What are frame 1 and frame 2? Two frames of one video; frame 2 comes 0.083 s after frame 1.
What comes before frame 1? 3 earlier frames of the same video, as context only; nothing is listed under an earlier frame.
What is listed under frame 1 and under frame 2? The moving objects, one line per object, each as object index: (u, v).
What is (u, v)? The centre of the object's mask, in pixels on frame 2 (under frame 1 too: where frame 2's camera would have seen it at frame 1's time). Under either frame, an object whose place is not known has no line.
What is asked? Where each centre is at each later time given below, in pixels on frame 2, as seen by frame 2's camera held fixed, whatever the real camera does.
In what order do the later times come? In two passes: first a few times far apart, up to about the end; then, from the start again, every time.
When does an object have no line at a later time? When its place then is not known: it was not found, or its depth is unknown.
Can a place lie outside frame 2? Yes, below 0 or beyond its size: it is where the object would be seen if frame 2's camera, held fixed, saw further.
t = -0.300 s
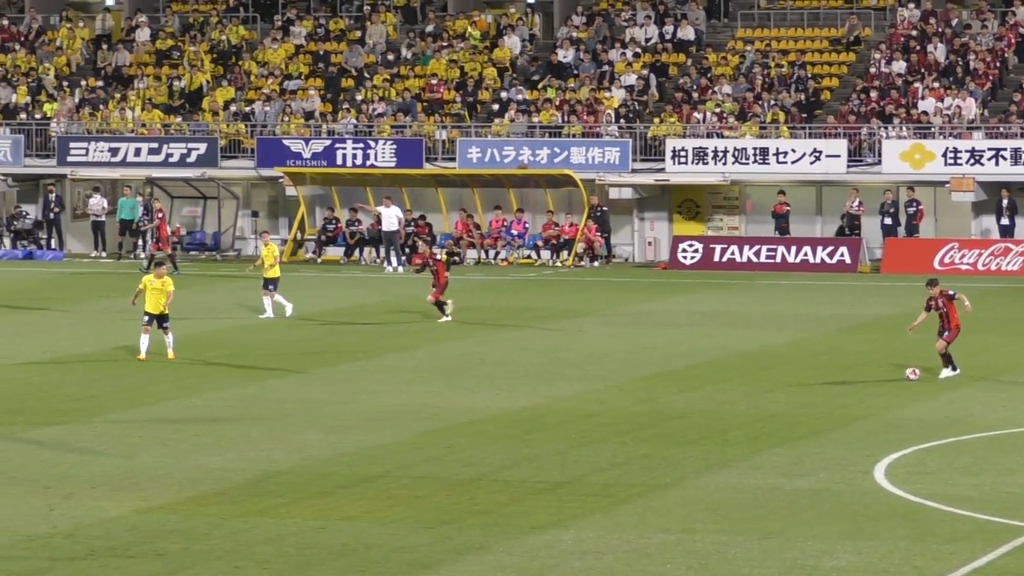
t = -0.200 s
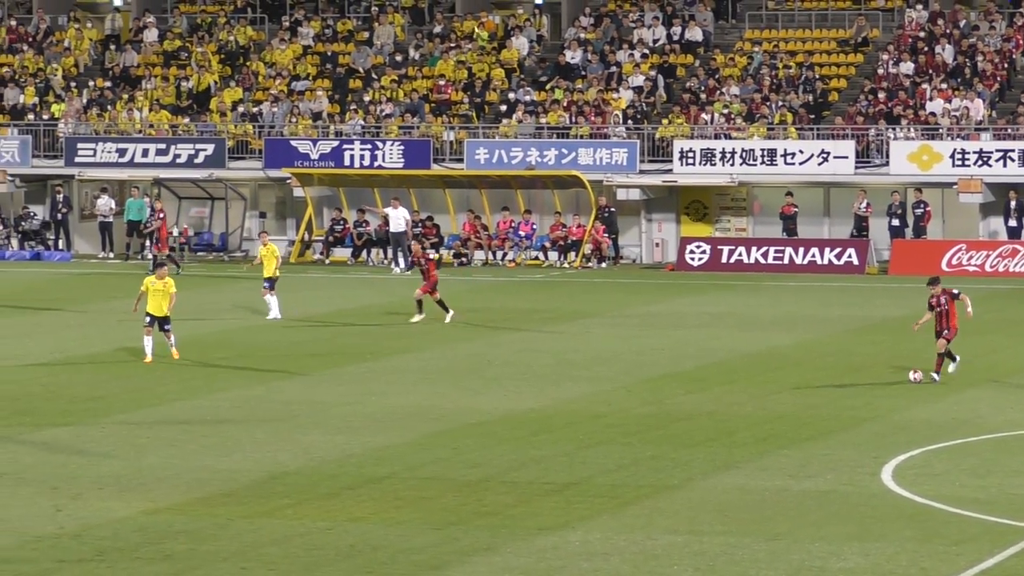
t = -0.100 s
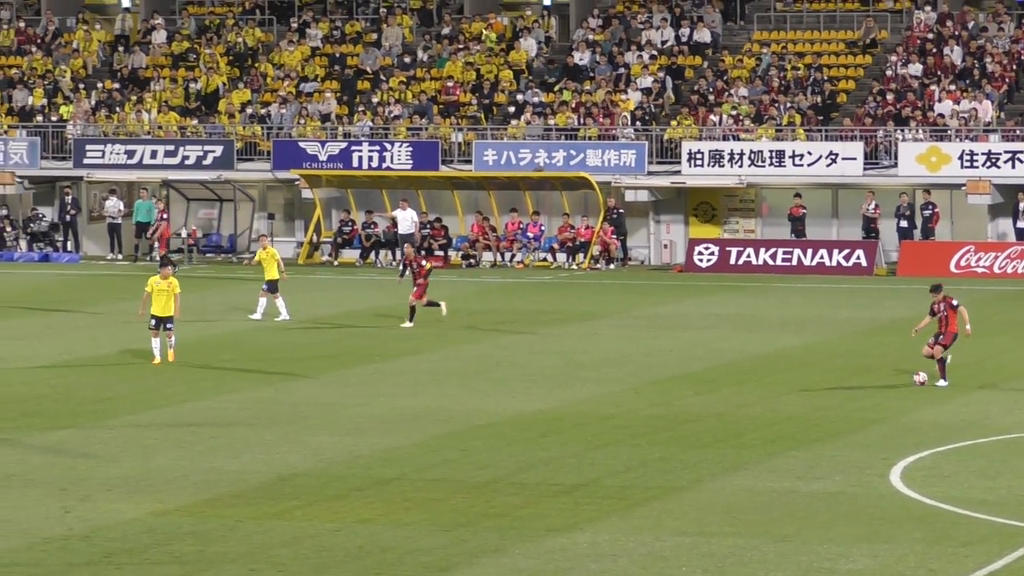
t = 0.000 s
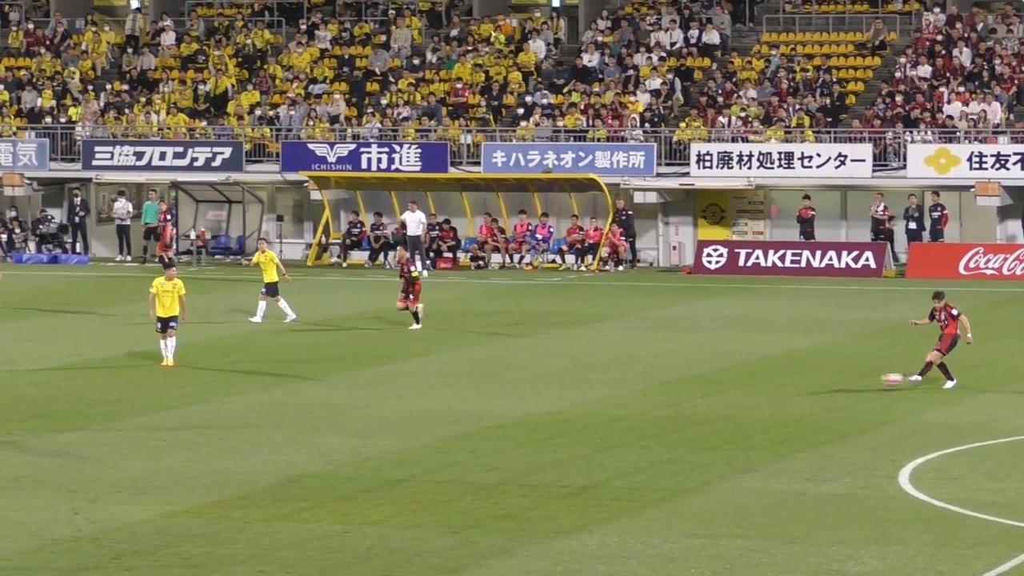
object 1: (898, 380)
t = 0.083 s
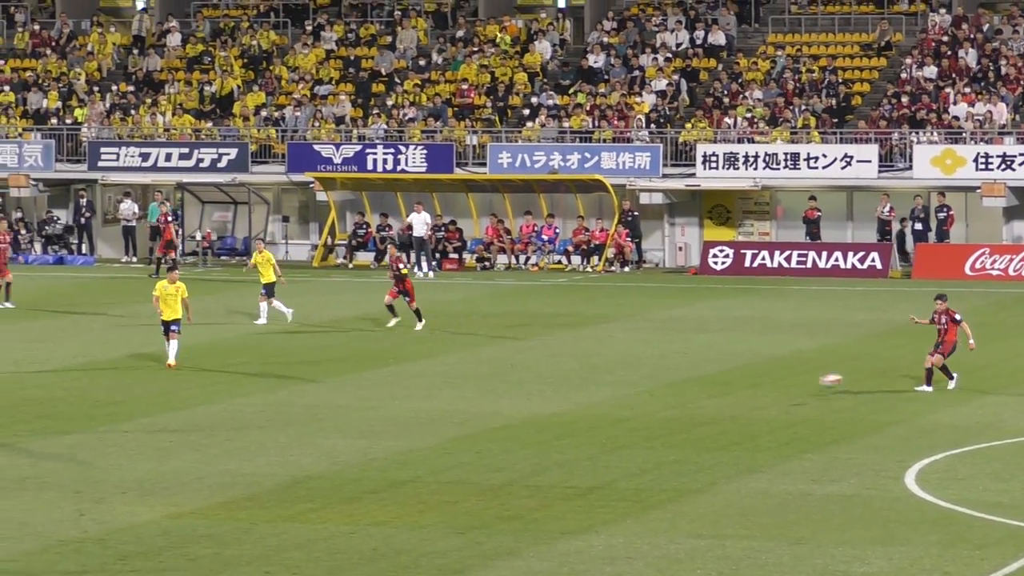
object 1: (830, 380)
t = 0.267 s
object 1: (682, 392)
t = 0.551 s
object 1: (443, 452)
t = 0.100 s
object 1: (817, 380)
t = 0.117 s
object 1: (803, 381)
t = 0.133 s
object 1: (790, 381)
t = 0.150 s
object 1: (777, 381)
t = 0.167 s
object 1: (762, 382)
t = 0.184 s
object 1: (749, 383)
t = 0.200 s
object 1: (736, 384)
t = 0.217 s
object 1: (722, 386)
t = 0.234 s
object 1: (710, 387)
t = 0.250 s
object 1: (696, 389)
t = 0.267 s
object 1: (682, 392)
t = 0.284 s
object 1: (669, 394)
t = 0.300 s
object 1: (654, 396)
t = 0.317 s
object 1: (640, 399)
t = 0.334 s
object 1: (626, 401)
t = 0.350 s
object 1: (612, 404)
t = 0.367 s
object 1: (598, 406)
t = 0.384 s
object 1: (584, 409)
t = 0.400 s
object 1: (571, 412)
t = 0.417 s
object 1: (557, 416)
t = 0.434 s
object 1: (542, 420)
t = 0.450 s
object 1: (528, 424)
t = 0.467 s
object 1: (515, 428)
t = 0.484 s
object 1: (501, 432)
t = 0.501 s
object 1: (487, 437)
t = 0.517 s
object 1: (472, 442)
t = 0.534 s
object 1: (458, 447)
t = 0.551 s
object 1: (443, 452)
